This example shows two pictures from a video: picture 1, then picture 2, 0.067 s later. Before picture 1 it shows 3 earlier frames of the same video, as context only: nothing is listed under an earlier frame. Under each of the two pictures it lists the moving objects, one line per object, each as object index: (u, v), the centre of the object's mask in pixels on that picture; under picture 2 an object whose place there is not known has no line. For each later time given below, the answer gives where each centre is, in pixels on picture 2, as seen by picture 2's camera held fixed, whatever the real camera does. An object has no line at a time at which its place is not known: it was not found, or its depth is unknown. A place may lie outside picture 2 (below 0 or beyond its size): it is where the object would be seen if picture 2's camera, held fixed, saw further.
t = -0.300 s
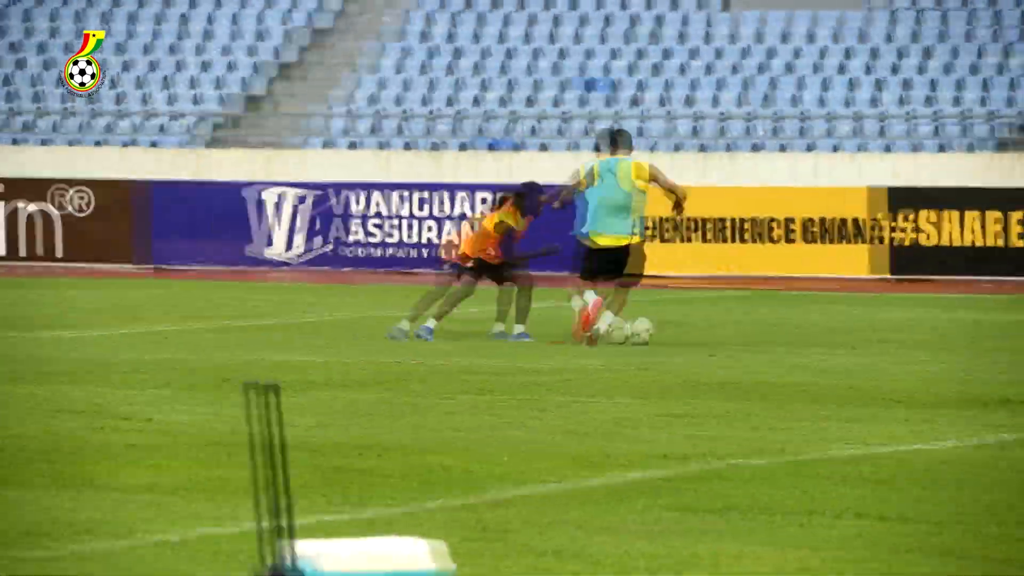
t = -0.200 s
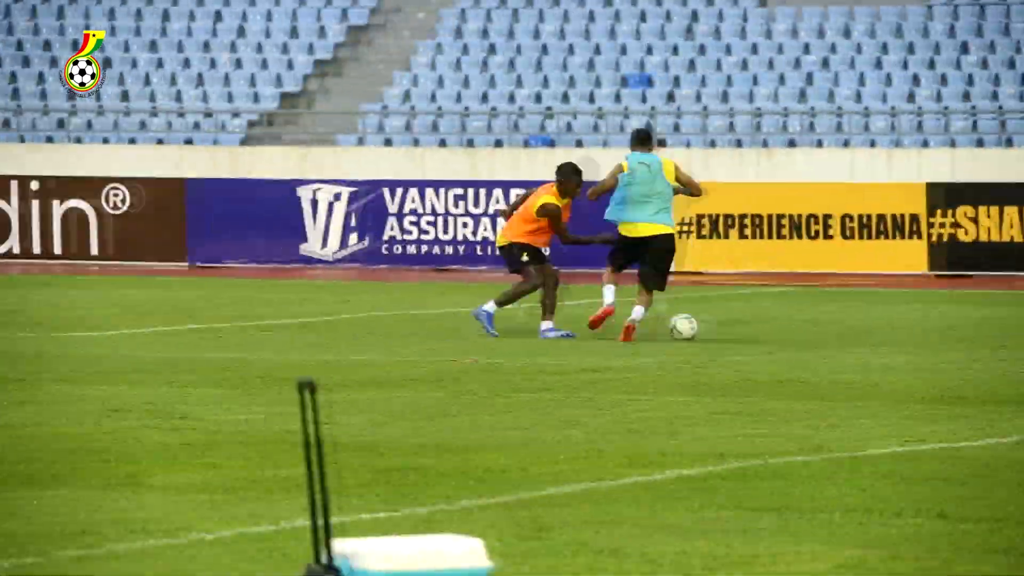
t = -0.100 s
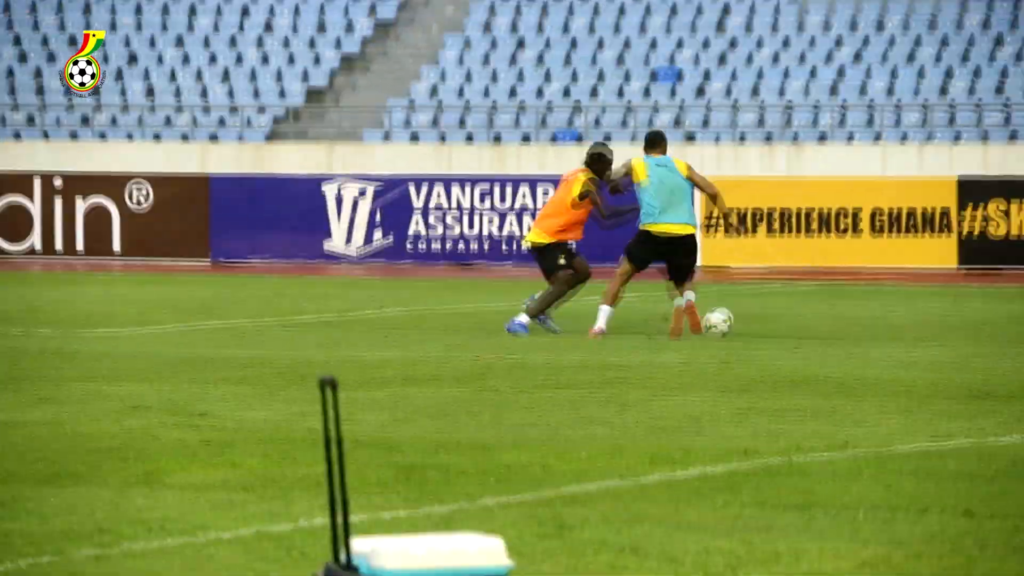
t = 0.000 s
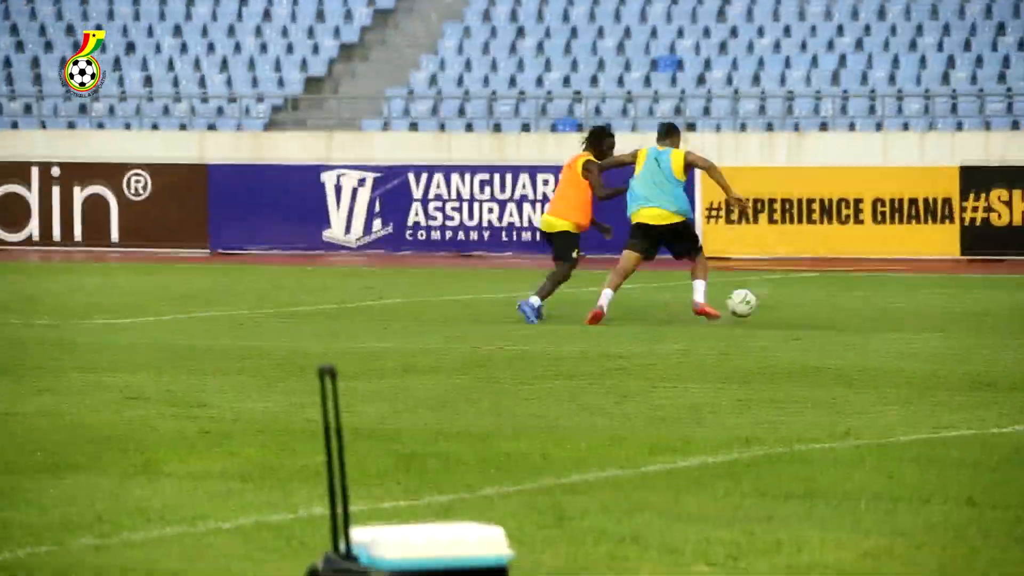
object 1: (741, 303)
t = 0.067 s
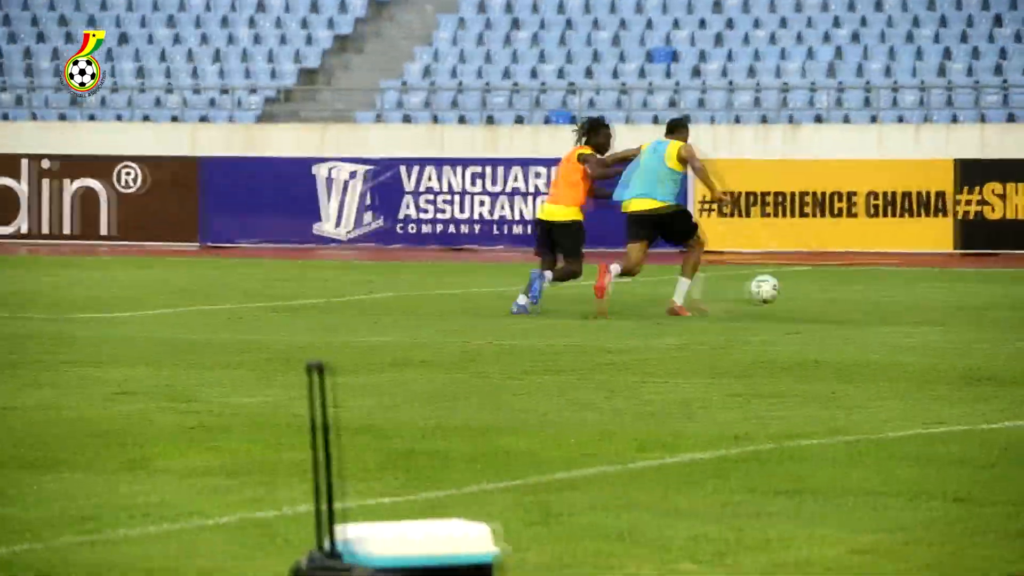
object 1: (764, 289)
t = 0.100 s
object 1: (781, 286)
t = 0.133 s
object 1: (779, 282)
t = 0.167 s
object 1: (795, 286)
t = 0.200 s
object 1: (811, 289)
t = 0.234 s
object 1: (826, 295)
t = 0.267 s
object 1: (840, 300)
